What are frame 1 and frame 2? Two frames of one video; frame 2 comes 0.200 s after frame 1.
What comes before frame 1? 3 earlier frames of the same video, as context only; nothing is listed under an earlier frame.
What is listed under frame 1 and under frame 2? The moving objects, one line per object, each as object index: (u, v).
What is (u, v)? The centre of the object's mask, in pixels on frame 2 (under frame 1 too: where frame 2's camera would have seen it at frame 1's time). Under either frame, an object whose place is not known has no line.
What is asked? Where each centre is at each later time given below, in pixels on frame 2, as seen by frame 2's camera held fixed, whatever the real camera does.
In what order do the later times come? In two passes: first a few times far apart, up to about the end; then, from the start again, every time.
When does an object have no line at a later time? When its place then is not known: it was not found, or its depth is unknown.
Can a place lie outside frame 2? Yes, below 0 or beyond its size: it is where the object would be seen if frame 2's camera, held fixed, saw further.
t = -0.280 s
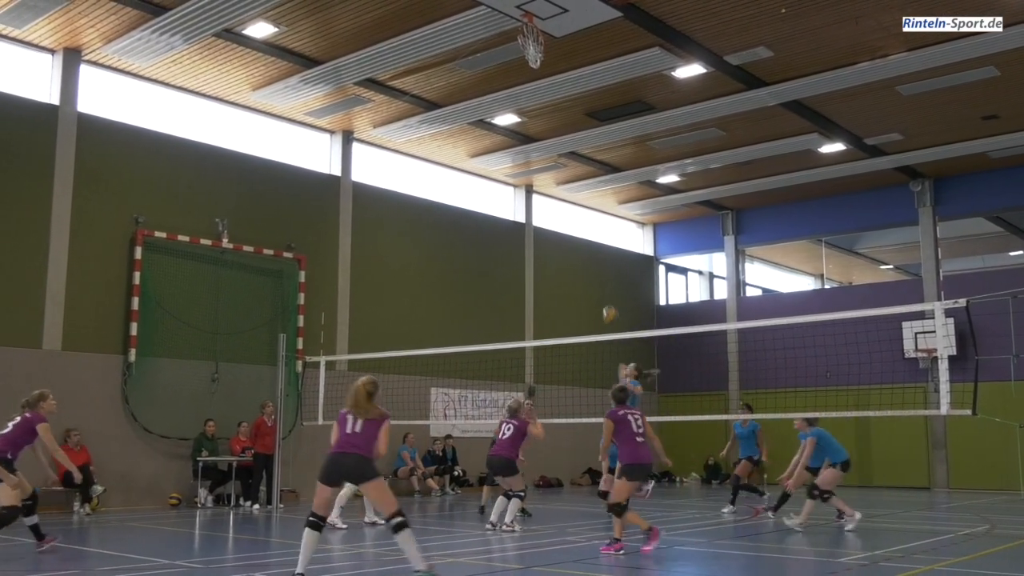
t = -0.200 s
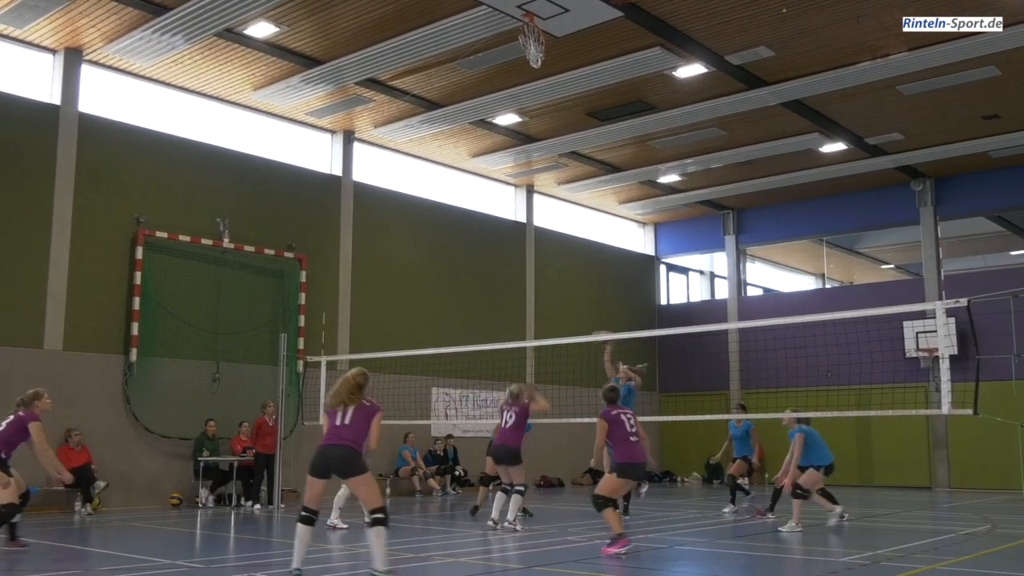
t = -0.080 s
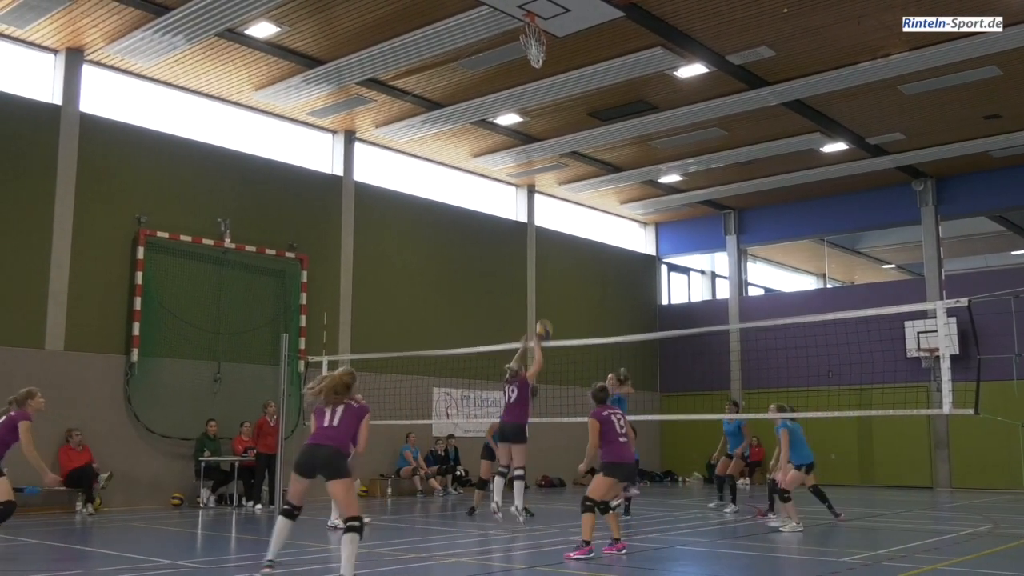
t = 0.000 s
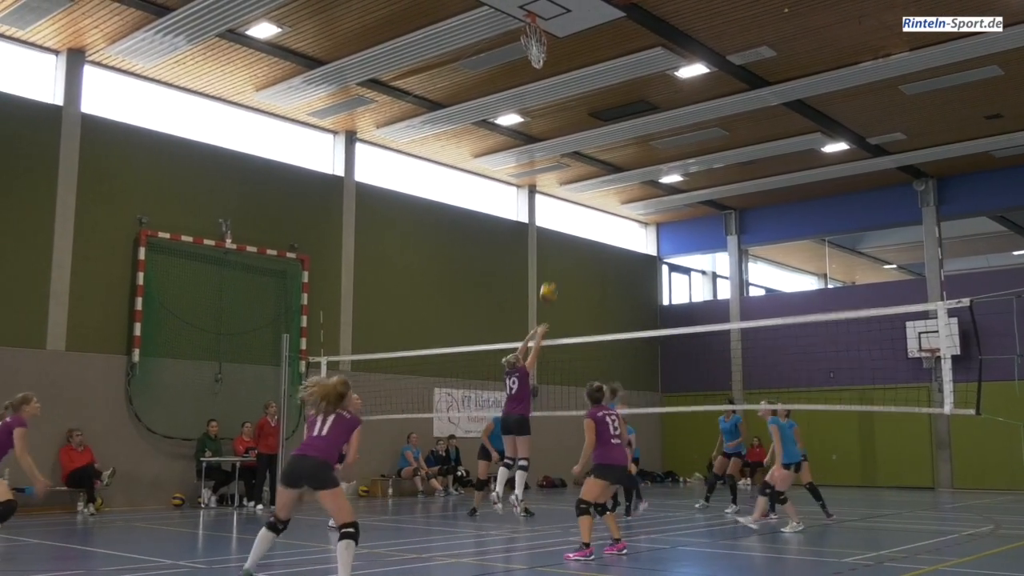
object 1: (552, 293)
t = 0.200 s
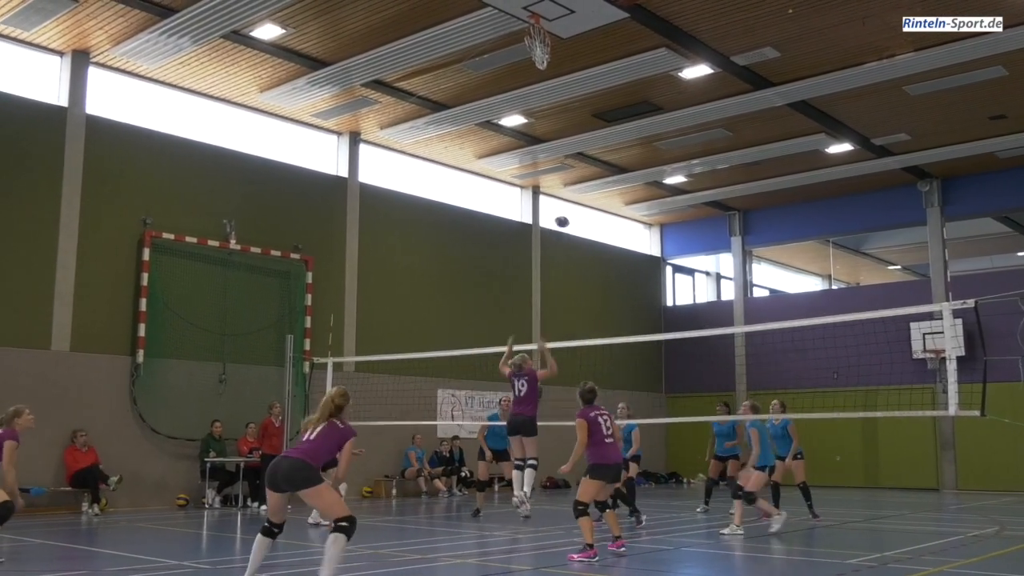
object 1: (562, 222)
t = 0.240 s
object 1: (563, 211)
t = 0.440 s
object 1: (572, 176)
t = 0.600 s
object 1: (580, 169)
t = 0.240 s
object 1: (563, 211)
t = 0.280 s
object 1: (566, 200)
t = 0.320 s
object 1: (567, 192)
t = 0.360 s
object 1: (569, 186)
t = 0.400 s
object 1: (570, 180)
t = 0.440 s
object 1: (572, 176)
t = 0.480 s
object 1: (574, 173)
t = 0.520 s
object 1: (576, 170)
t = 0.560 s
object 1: (578, 169)
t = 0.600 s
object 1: (580, 169)
